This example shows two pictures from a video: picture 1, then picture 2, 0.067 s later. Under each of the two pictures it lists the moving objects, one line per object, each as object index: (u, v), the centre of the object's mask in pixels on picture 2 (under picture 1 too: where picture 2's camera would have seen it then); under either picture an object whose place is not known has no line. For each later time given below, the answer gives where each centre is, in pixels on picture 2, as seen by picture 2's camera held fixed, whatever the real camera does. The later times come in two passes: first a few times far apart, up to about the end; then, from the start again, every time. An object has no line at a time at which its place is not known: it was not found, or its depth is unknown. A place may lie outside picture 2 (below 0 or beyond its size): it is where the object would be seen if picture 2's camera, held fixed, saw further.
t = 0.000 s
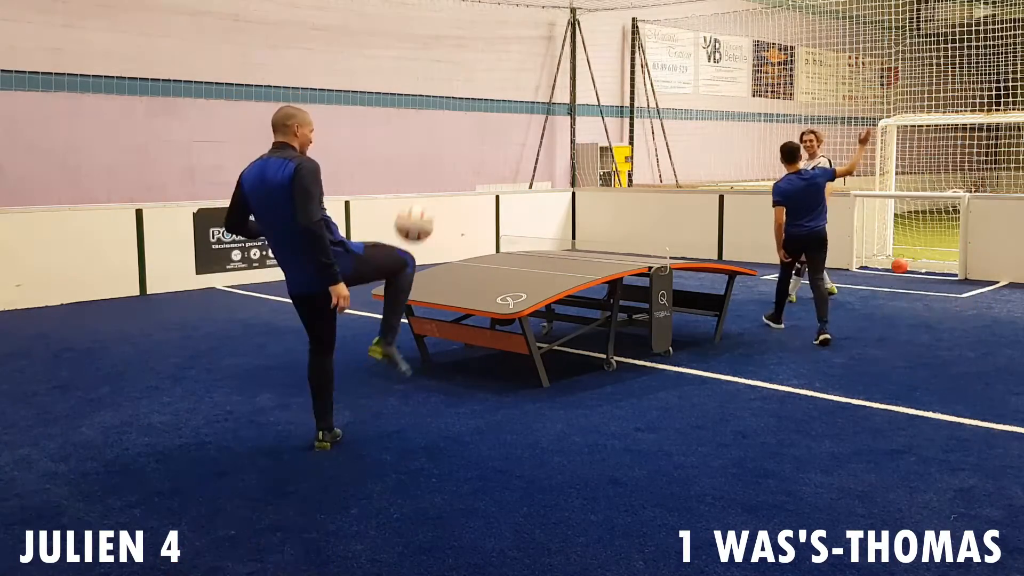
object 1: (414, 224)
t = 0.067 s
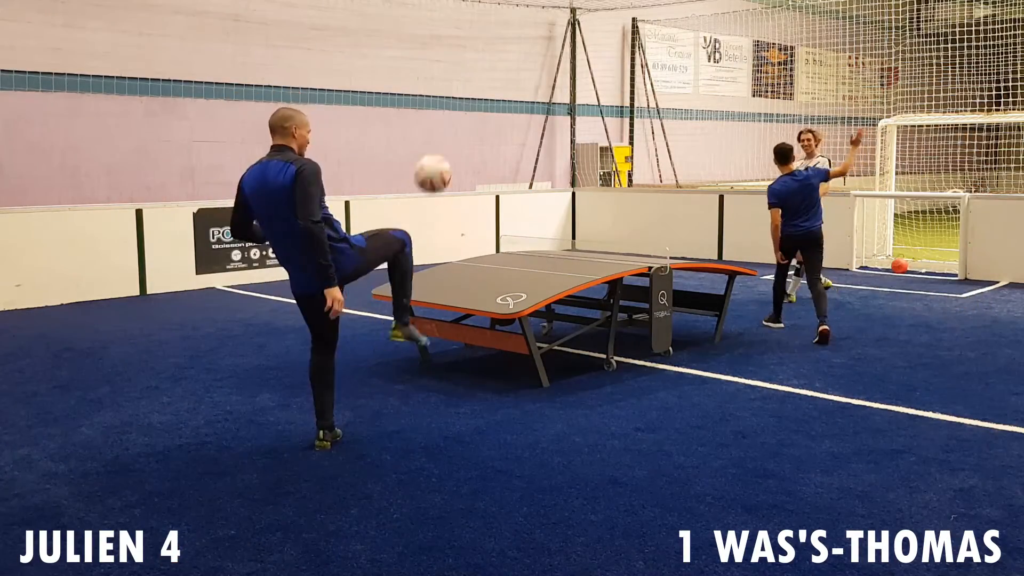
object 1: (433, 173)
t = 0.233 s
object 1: (474, 94)
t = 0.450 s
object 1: (522, 67)
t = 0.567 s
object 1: (544, 81)
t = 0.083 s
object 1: (438, 163)
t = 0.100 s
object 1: (442, 153)
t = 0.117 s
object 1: (446, 143)
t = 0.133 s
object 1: (451, 134)
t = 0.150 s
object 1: (455, 126)
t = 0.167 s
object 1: (459, 118)
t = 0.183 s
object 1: (463, 112)
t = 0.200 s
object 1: (467, 105)
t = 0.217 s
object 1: (471, 99)
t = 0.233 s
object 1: (474, 94)
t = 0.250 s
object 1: (479, 88)
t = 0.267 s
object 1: (483, 84)
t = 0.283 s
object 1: (487, 80)
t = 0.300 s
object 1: (491, 77)
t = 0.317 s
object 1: (495, 73)
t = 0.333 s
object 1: (498, 71)
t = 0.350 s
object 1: (502, 69)
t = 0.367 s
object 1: (505, 67)
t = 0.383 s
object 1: (509, 66)
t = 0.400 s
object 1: (512, 66)
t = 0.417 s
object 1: (516, 65)
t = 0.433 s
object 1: (519, 66)
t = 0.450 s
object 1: (522, 67)
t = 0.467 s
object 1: (525, 67)
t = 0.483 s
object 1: (528, 69)
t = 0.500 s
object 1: (532, 71)
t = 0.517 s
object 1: (535, 73)
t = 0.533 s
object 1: (538, 75)
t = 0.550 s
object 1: (541, 78)
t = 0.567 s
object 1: (544, 81)
